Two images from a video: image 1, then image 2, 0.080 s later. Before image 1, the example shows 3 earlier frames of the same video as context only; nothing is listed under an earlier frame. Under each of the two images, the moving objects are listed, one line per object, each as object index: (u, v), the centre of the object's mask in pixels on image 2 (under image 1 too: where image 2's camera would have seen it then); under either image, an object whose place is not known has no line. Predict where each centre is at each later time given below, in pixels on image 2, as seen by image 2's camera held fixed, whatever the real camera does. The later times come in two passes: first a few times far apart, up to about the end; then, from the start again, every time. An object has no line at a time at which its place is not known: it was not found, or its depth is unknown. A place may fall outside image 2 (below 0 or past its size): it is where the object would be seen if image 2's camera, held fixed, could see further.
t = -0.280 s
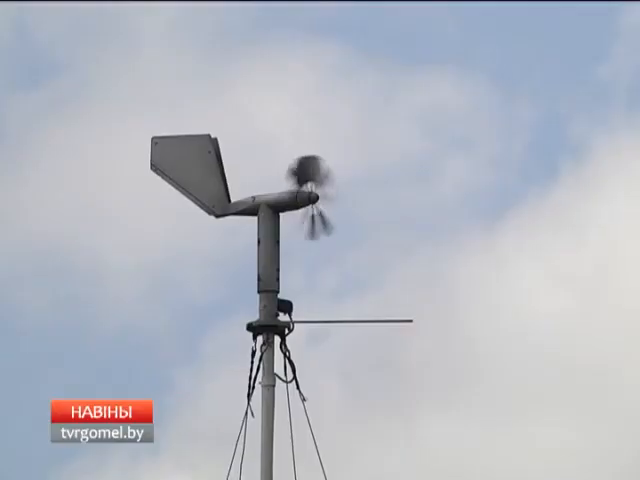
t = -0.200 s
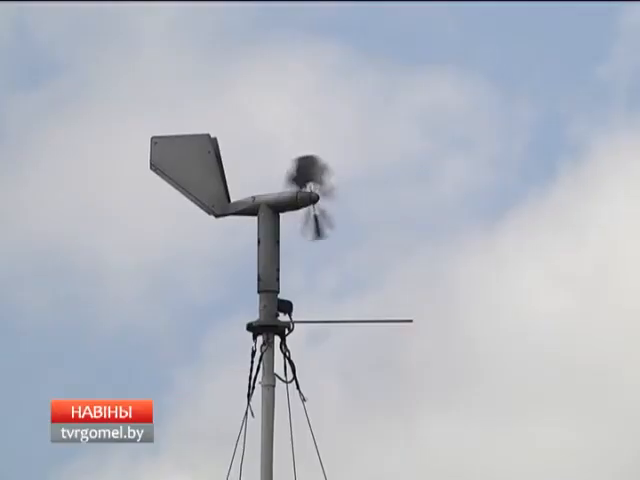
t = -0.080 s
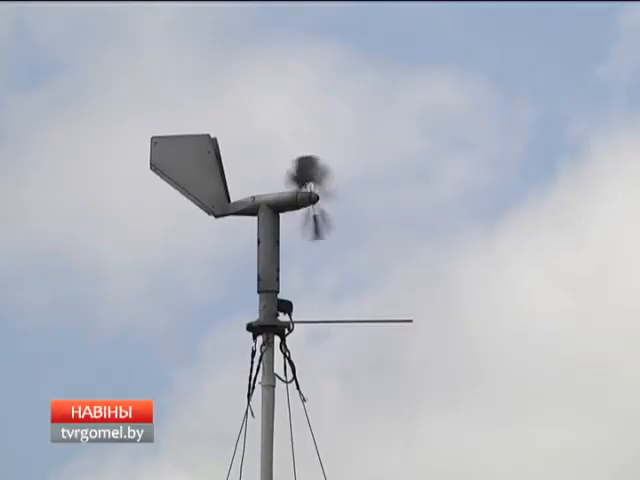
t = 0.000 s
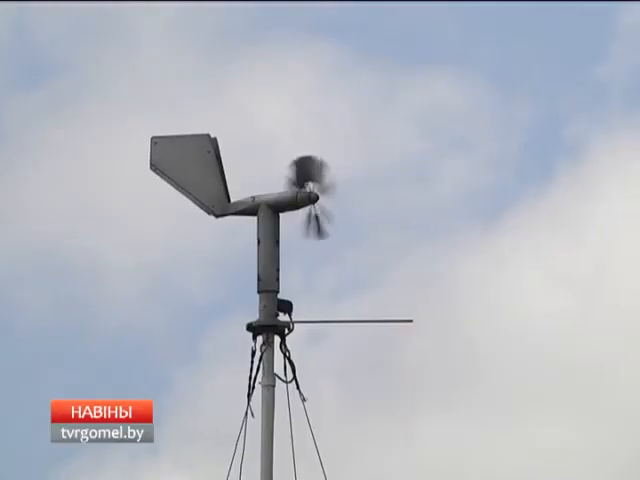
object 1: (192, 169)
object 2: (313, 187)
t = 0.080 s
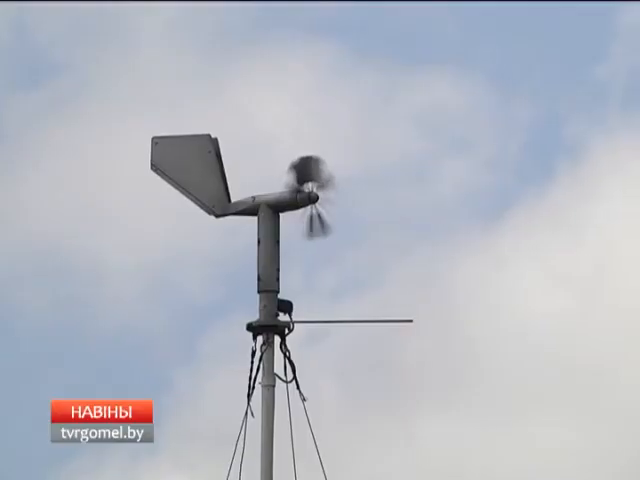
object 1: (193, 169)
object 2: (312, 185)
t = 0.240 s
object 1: (196, 170)
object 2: (314, 186)
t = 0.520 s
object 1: (199, 171)
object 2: (311, 184)
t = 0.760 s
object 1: (201, 171)
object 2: (311, 174)
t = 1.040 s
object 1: (198, 169)
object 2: (314, 185)
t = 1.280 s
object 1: (195, 168)
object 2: (317, 187)
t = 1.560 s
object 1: (205, 172)
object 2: (320, 192)
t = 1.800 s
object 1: (208, 173)
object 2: (320, 175)
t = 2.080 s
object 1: (209, 174)
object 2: (323, 193)
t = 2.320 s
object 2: (321, 190)
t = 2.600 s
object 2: (319, 186)
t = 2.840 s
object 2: (311, 182)
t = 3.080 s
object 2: (303, 173)
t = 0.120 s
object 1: (193, 169)
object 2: (312, 187)
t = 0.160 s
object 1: (194, 170)
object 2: (312, 186)
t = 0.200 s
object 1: (196, 170)
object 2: (313, 186)
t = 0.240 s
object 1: (196, 170)
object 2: (314, 186)
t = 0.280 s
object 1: (196, 170)
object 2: (314, 186)
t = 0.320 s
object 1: (197, 170)
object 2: (313, 185)
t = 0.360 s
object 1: (197, 170)
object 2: (312, 184)
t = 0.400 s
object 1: (198, 170)
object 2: (313, 184)
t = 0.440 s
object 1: (198, 170)
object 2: (312, 185)
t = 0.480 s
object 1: (199, 171)
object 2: (312, 184)
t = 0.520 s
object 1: (199, 171)
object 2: (311, 184)
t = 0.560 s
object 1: (200, 171)
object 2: (312, 183)
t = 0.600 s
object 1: (200, 171)
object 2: (311, 183)
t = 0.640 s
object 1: (200, 171)
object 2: (311, 185)
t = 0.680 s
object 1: (200, 171)
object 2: (310, 184)
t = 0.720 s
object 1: (199, 171)
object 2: (309, 173)
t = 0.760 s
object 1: (201, 171)
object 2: (311, 174)
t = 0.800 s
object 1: (201, 170)
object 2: (312, 183)
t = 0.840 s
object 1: (201, 171)
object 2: (313, 184)
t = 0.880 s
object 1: (200, 171)
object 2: (313, 184)
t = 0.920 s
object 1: (200, 170)
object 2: (314, 184)
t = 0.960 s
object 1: (199, 170)
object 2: (315, 185)
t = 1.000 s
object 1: (198, 170)
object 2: (314, 185)
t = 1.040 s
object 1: (198, 169)
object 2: (314, 185)
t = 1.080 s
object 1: (198, 169)
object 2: (316, 184)
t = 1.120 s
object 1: (197, 169)
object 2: (316, 185)
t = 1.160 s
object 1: (197, 169)
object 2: (317, 184)
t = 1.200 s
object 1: (196, 169)
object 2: (317, 187)
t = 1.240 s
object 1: (195, 168)
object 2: (317, 186)
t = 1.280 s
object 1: (195, 168)
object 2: (317, 187)
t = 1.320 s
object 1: (194, 168)
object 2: (319, 189)
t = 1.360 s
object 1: (194, 168)
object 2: (319, 191)
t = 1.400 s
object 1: (206, 173)
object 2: (319, 189)
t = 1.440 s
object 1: (193, 167)
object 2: (319, 191)
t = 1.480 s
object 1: (208, 173)
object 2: (320, 192)
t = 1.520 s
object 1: (207, 173)
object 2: (320, 191)
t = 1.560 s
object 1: (205, 172)
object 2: (320, 192)
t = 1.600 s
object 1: (208, 173)
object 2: (321, 193)
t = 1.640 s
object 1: (208, 173)
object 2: (320, 192)
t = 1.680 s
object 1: (207, 173)
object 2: (320, 193)
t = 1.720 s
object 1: (207, 173)
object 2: (321, 193)
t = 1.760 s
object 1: (206, 173)
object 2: (321, 192)
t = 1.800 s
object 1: (208, 173)
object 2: (320, 175)
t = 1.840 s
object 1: (207, 173)
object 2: (321, 193)
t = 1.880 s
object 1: (208, 173)
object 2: (321, 193)
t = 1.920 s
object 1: (209, 173)
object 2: (323, 193)
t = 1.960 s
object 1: (209, 173)
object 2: (322, 194)
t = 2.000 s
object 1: (209, 173)
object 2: (322, 193)
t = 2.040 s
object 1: (210, 174)
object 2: (323, 192)
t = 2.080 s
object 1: (209, 174)
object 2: (323, 193)
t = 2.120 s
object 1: (209, 173)
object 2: (322, 192)
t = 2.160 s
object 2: (322, 192)
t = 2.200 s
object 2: (322, 192)
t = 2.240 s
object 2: (322, 192)
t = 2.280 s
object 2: (322, 191)
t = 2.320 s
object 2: (321, 190)
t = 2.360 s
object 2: (321, 191)
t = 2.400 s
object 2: (320, 190)
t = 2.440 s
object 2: (320, 189)
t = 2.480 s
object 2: (319, 187)
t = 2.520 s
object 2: (319, 187)
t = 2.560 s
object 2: (318, 187)
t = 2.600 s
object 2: (319, 186)
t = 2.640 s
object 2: (317, 185)
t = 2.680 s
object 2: (317, 184)
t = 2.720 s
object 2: (315, 184)
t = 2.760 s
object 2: (314, 185)
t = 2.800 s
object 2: (311, 173)
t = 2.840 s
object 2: (311, 182)
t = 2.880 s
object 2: (308, 181)
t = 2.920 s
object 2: (302, 169)
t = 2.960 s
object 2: (306, 172)
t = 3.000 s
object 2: (304, 172)
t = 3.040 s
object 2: (306, 174)
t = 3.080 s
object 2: (303, 173)
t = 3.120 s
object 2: (304, 174)
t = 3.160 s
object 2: (302, 173)
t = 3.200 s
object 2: (304, 174)
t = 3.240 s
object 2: (303, 173)
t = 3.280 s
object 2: (307, 174)
